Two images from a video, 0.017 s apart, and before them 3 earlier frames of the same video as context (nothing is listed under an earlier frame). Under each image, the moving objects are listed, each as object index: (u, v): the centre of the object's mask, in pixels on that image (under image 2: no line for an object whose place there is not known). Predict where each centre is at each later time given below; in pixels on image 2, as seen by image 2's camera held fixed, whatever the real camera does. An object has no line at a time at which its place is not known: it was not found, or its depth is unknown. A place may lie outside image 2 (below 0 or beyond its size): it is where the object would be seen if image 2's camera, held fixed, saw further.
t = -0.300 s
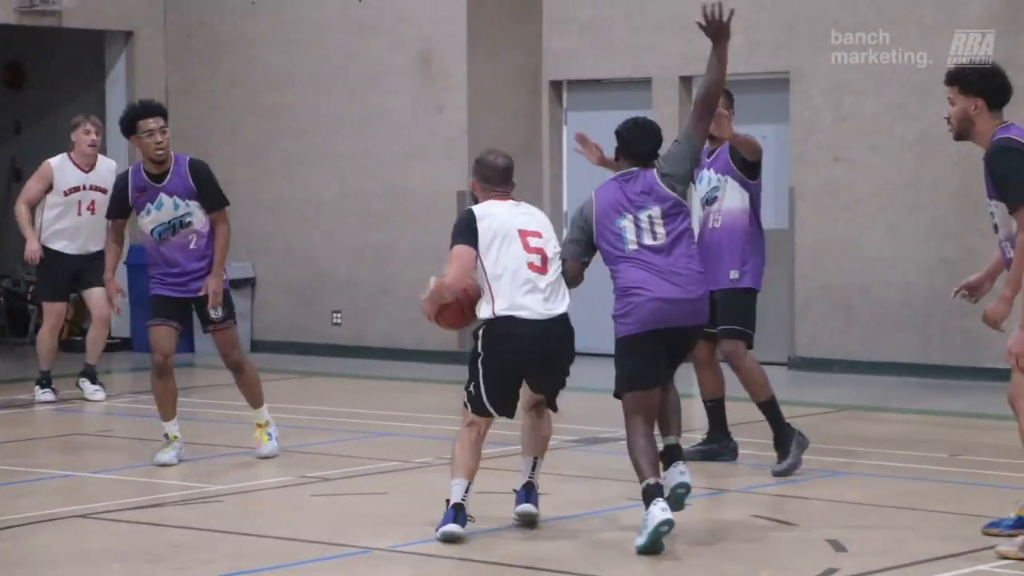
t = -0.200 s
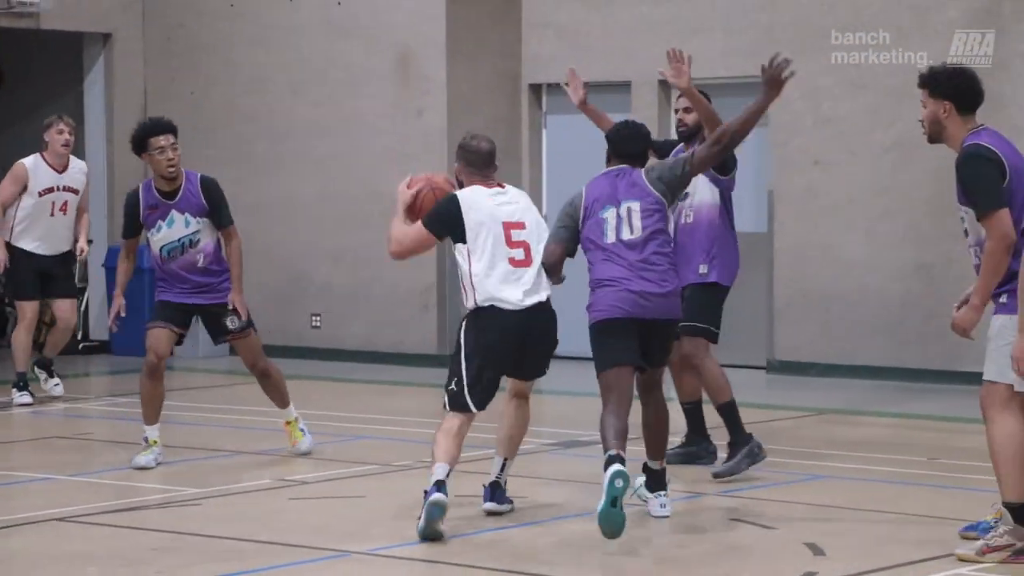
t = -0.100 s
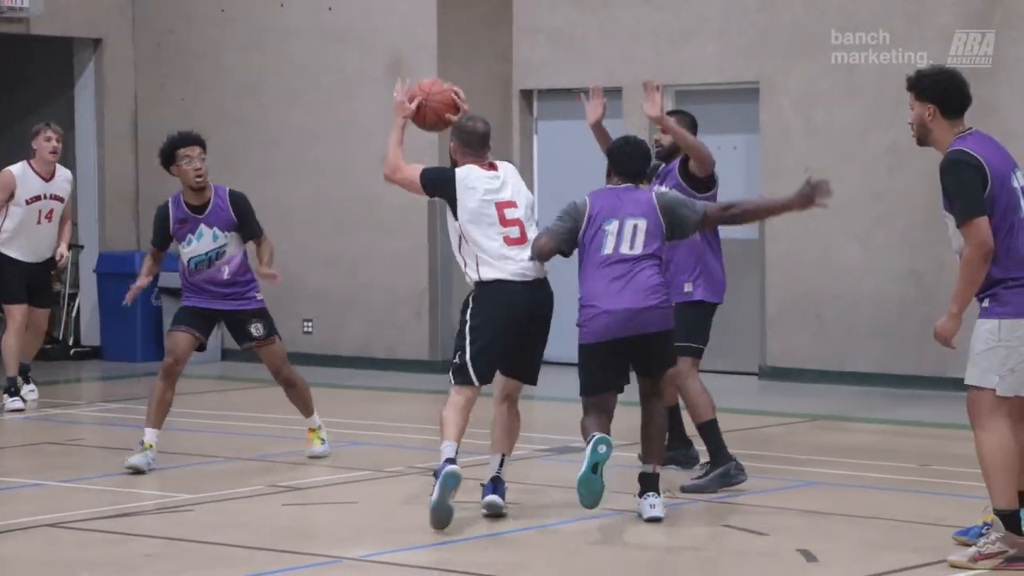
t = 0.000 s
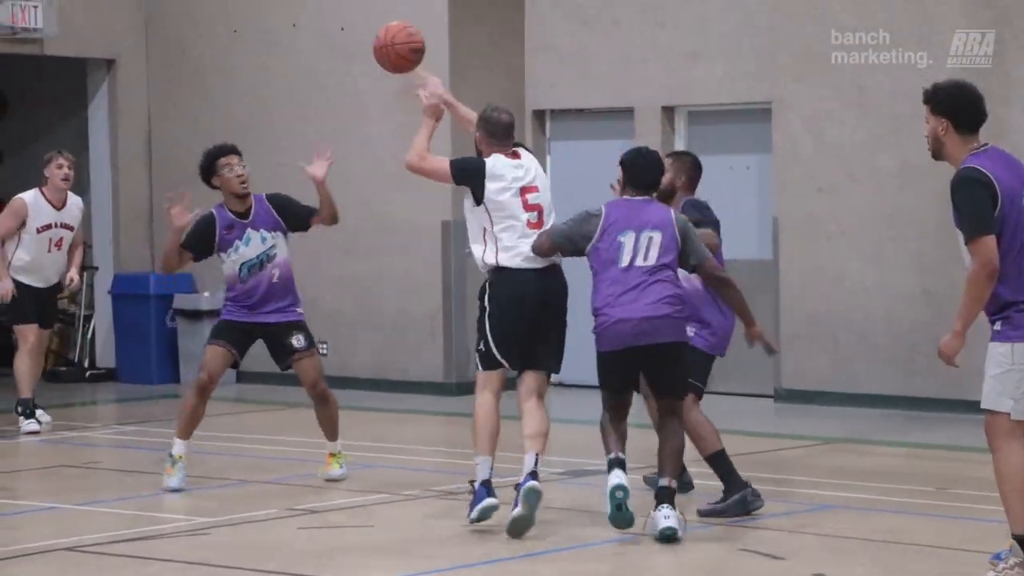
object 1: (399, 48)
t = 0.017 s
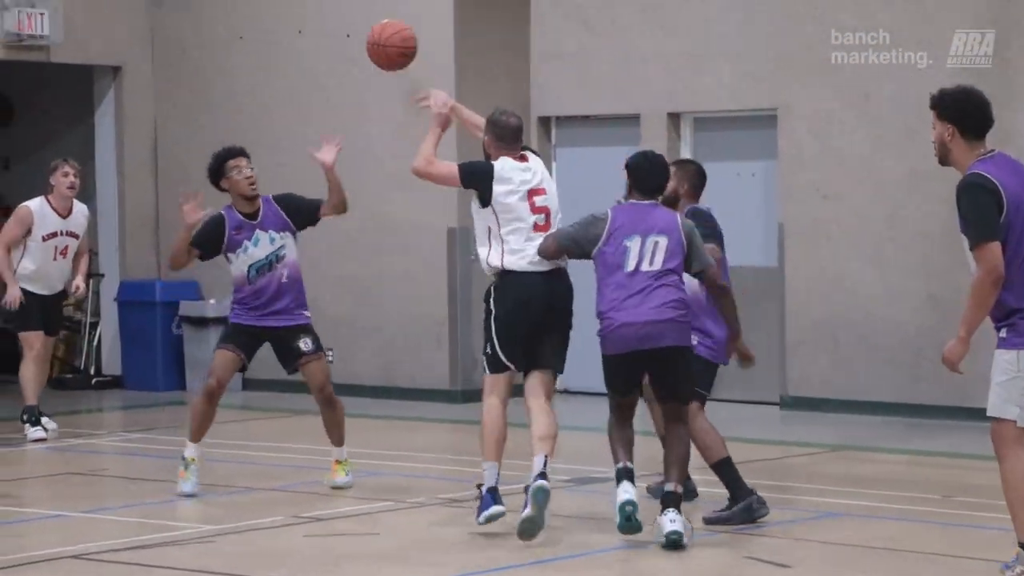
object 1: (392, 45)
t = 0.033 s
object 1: (381, 34)
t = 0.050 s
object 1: (369, 25)
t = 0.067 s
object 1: (358, 17)
